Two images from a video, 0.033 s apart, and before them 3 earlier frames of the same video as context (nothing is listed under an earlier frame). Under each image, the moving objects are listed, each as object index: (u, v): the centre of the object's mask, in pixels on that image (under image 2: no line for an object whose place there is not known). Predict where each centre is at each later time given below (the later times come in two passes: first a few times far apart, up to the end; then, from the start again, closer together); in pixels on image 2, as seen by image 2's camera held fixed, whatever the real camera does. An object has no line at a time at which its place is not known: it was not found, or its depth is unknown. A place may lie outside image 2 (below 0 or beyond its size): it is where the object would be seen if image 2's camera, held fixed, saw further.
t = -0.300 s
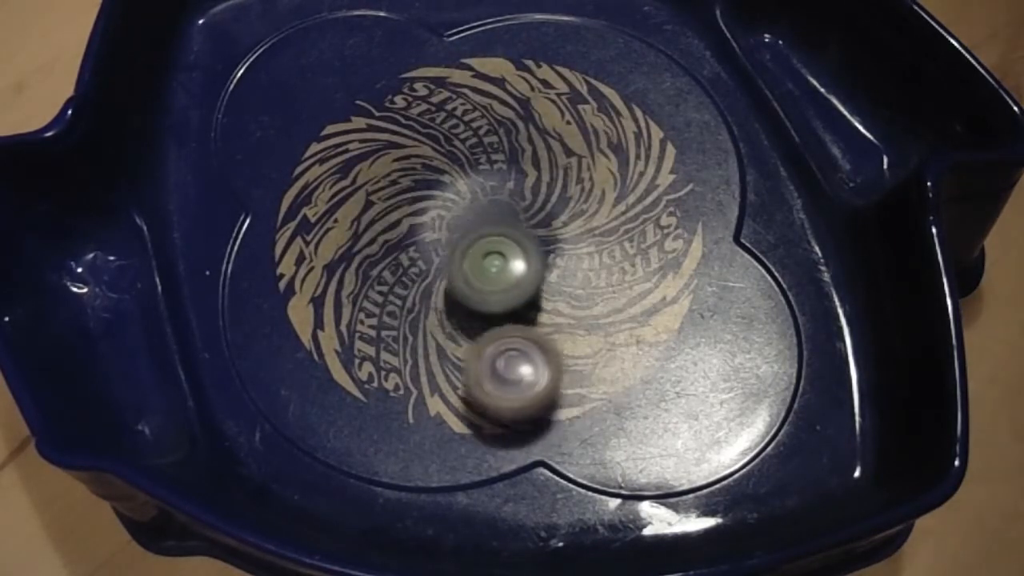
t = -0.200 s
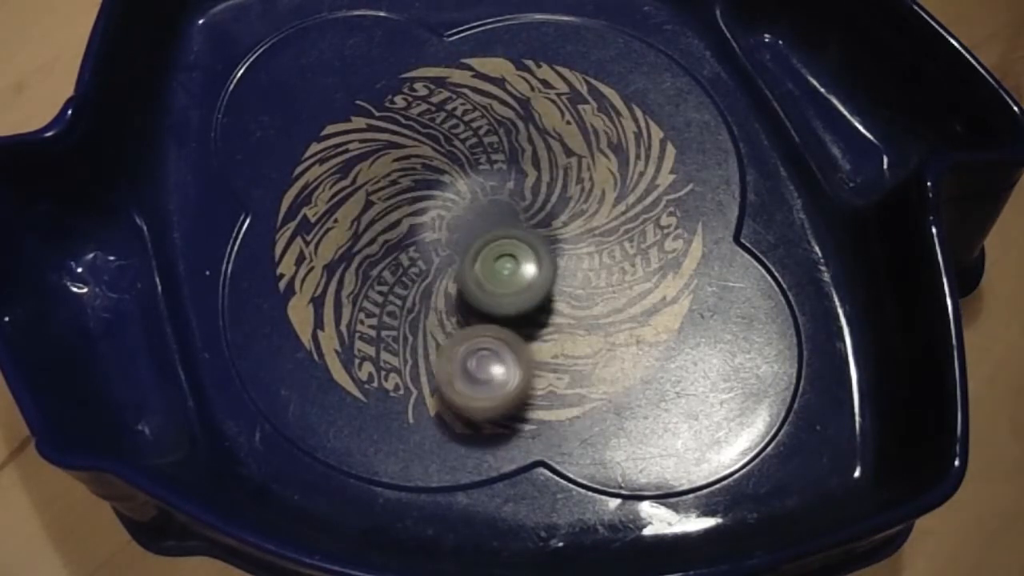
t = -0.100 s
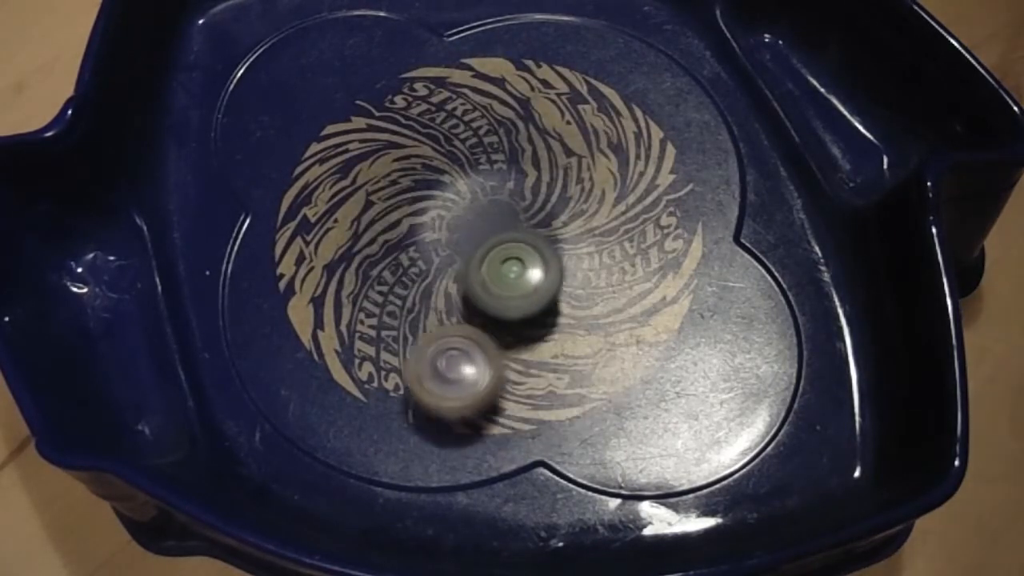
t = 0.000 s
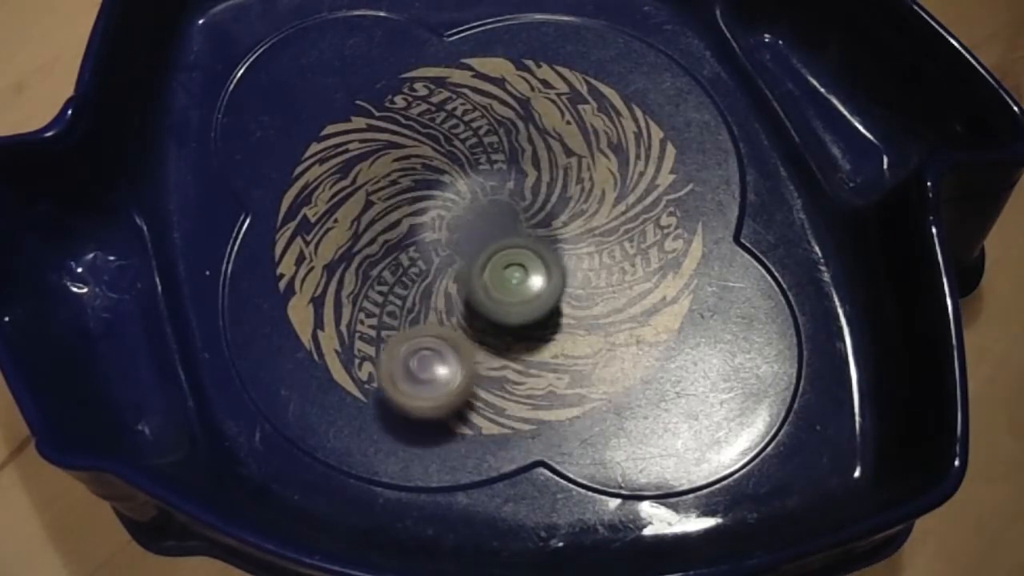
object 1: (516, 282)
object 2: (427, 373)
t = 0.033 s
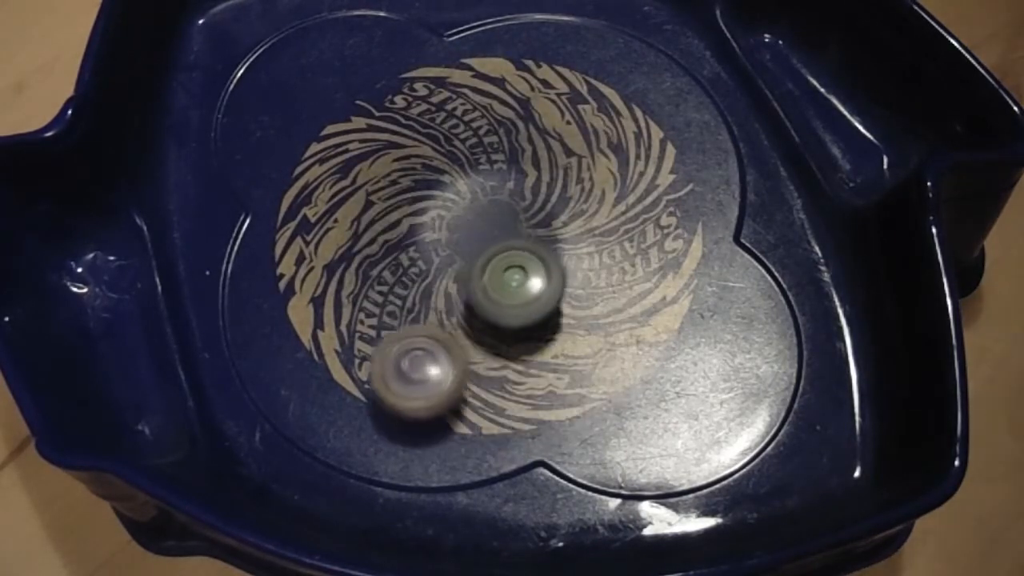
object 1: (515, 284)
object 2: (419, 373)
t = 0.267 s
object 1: (507, 298)
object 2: (375, 366)
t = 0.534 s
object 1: (489, 309)
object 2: (352, 334)
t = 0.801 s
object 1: (468, 309)
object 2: (346, 290)
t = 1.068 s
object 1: (449, 300)
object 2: (352, 236)
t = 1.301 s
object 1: (440, 288)
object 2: (362, 185)
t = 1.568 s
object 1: (438, 276)
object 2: (393, 138)
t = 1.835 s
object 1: (463, 270)
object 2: (430, 113)
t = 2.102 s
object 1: (507, 263)
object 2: (478, 116)
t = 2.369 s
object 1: (534, 248)
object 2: (539, 125)
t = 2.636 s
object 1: (539, 235)
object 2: (589, 145)
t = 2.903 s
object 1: (528, 223)
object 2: (606, 161)
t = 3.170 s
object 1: (503, 212)
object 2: (603, 195)
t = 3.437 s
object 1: (477, 207)
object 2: (583, 248)
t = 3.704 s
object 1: (463, 207)
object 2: (545, 306)
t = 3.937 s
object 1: (461, 210)
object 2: (512, 351)
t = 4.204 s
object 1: (471, 216)
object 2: (484, 376)
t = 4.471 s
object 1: (483, 224)
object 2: (467, 369)
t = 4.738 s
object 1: (492, 233)
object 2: (443, 345)
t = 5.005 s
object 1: (493, 240)
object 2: (411, 312)
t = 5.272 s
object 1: (522, 220)
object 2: (358, 296)
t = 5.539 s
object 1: (526, 209)
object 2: (350, 281)
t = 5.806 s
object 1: (515, 207)
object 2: (360, 258)
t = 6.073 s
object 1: (494, 209)
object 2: (385, 227)
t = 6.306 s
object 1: (526, 213)
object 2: (334, 212)
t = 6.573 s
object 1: (530, 213)
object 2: (302, 222)
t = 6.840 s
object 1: (510, 218)
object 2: (314, 241)
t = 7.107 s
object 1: (479, 220)
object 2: (358, 250)
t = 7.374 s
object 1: (489, 213)
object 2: (363, 263)
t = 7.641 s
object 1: (522, 203)
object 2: (341, 296)
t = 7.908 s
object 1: (534, 212)
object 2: (342, 323)
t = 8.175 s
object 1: (514, 229)
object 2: (377, 336)
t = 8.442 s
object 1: (477, 233)
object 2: (424, 332)
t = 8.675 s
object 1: (455, 221)
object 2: (463, 324)
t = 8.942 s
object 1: (456, 205)
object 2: (504, 317)
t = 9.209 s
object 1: (482, 203)
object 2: (538, 317)
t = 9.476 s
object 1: (504, 217)
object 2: (557, 311)
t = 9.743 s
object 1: (494, 199)
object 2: (583, 358)
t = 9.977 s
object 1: (485, 197)
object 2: (576, 381)
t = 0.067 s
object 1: (515, 287)
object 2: (410, 374)
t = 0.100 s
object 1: (515, 290)
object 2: (403, 373)
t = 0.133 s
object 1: (514, 291)
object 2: (396, 373)
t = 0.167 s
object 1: (511, 293)
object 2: (390, 372)
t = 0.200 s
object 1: (510, 295)
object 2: (385, 370)
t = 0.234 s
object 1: (509, 297)
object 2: (379, 368)
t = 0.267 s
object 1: (507, 298)
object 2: (375, 366)
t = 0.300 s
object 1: (506, 299)
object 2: (370, 364)
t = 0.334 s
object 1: (504, 302)
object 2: (368, 360)
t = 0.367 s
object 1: (502, 303)
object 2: (365, 357)
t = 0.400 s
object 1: (500, 305)
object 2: (362, 353)
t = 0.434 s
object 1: (497, 306)
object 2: (360, 349)
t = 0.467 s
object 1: (495, 307)
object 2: (358, 345)
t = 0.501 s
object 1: (493, 308)
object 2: (356, 340)
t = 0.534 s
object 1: (489, 309)
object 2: (352, 334)
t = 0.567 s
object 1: (487, 310)
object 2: (350, 330)
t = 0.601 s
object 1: (484, 310)
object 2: (349, 325)
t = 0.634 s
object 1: (482, 311)
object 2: (348, 320)
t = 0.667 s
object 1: (479, 311)
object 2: (347, 314)
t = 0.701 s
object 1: (476, 311)
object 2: (346, 309)
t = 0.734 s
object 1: (473, 310)
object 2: (347, 302)
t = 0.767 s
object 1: (471, 309)
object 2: (346, 297)
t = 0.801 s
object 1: (468, 309)
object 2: (346, 290)
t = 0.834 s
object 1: (464, 308)
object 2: (347, 283)
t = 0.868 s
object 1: (463, 307)
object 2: (347, 277)
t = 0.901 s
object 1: (460, 307)
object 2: (348, 271)
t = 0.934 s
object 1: (459, 305)
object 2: (349, 265)
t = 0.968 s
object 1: (457, 304)
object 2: (350, 258)
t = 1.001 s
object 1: (454, 302)
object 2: (350, 251)
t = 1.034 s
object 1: (452, 302)
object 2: (351, 243)
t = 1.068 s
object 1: (449, 300)
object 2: (352, 236)
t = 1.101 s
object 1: (447, 298)
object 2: (353, 228)
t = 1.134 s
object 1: (445, 296)
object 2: (354, 221)
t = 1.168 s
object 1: (444, 294)
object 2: (356, 213)
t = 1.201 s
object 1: (443, 292)
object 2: (356, 206)
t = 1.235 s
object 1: (442, 291)
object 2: (358, 199)
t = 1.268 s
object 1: (441, 289)
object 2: (359, 192)
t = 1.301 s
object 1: (440, 288)
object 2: (362, 185)
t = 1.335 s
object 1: (438, 286)
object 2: (364, 180)
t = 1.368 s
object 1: (438, 284)
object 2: (366, 173)
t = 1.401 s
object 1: (438, 283)
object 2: (370, 167)
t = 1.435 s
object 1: (437, 280)
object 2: (376, 160)
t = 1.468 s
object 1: (437, 279)
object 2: (380, 154)
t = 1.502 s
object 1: (438, 278)
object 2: (383, 149)
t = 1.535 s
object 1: (438, 277)
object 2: (388, 143)
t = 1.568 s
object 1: (438, 276)
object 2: (393, 138)
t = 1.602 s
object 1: (439, 274)
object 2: (397, 132)
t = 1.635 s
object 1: (441, 274)
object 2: (402, 129)
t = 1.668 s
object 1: (444, 273)
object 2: (406, 123)
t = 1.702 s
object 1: (446, 272)
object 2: (409, 121)
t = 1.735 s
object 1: (450, 272)
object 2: (414, 118)
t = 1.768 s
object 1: (454, 271)
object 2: (420, 116)
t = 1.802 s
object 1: (458, 271)
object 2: (425, 114)
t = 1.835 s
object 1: (463, 270)
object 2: (430, 113)
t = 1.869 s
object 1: (469, 270)
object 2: (435, 112)
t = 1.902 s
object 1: (475, 269)
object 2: (441, 112)
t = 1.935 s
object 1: (480, 268)
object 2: (446, 112)
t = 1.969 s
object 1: (485, 267)
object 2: (452, 112)
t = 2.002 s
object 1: (491, 266)
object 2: (458, 112)
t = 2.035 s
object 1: (496, 265)
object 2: (465, 114)
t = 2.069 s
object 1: (502, 264)
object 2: (472, 113)
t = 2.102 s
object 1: (507, 263)
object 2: (478, 116)
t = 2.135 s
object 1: (511, 261)
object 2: (486, 116)
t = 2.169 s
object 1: (516, 259)
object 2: (493, 117)
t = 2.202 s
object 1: (520, 257)
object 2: (500, 119)
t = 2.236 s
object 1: (523, 255)
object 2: (507, 121)
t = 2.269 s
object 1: (526, 253)
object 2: (515, 122)
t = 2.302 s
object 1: (529, 252)
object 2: (522, 123)
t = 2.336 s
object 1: (532, 250)
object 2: (531, 124)
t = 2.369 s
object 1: (534, 248)
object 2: (539, 125)
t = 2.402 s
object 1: (535, 246)
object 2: (546, 125)
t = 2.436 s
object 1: (537, 244)
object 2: (554, 129)
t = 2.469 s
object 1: (538, 242)
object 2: (561, 127)
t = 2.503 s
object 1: (538, 240)
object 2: (567, 128)
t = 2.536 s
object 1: (539, 239)
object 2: (572, 141)
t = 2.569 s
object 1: (539, 238)
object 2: (580, 137)
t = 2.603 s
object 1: (539, 237)
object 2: (587, 131)
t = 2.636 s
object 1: (539, 235)
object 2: (589, 145)
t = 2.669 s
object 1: (539, 233)
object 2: (594, 146)
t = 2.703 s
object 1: (538, 232)
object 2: (598, 148)
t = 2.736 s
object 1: (537, 230)
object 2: (601, 149)
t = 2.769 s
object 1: (535, 228)
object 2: (603, 151)
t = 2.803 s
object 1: (534, 227)
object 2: (604, 152)
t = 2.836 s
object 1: (533, 225)
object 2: (605, 154)
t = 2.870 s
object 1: (530, 224)
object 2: (605, 157)
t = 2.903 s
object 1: (528, 223)
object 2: (606, 161)
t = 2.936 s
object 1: (525, 221)
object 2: (605, 163)
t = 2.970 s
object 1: (522, 220)
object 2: (605, 167)
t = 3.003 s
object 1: (520, 219)
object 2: (606, 172)
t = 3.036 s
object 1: (517, 217)
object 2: (606, 177)
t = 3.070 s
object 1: (513, 215)
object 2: (605, 181)
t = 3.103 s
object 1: (509, 214)
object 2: (605, 186)
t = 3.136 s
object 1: (505, 214)
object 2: (604, 190)
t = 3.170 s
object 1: (503, 212)
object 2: (603, 195)
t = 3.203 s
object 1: (499, 212)
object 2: (601, 200)
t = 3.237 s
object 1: (495, 211)
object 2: (598, 205)
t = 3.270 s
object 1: (491, 210)
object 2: (596, 212)
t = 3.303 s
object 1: (488, 209)
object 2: (594, 219)
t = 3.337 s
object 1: (485, 209)
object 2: (592, 226)
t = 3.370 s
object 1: (482, 208)
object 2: (590, 233)
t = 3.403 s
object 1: (479, 208)
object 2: (587, 241)
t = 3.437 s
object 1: (477, 207)
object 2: (583, 248)
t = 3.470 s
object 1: (475, 207)
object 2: (579, 255)
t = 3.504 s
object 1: (472, 207)
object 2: (575, 262)
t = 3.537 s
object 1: (470, 207)
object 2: (570, 270)
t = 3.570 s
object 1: (468, 207)
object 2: (565, 277)
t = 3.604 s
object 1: (467, 207)
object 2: (560, 284)
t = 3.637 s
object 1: (466, 207)
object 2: (555, 293)
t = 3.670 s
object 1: (464, 207)
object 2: (551, 300)
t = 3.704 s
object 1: (463, 207)
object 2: (545, 306)
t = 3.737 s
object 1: (462, 208)
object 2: (542, 315)
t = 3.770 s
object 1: (461, 208)
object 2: (538, 320)
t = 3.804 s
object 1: (461, 208)
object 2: (532, 328)
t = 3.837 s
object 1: (461, 208)
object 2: (528, 334)
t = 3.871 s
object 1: (460, 209)
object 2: (522, 340)
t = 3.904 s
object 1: (461, 209)
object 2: (517, 345)
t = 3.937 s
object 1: (461, 210)
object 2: (512, 351)
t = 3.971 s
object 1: (462, 210)
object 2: (506, 356)
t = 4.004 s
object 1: (463, 211)
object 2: (502, 360)
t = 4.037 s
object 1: (464, 212)
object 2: (498, 364)
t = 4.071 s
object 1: (465, 213)
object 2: (495, 365)
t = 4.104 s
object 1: (466, 214)
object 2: (490, 374)
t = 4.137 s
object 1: (468, 215)
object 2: (487, 373)
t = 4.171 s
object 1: (469, 215)
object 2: (486, 374)
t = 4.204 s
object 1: (471, 216)
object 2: (484, 376)
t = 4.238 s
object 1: (473, 217)
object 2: (482, 377)
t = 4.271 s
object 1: (474, 218)
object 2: (481, 377)
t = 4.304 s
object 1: (476, 219)
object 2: (479, 377)
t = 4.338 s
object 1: (477, 220)
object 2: (476, 377)
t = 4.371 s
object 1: (478, 221)
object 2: (473, 375)
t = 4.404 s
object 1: (479, 222)
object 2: (471, 374)
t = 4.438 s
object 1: (481, 223)
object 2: (469, 371)
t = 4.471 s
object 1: (483, 224)
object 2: (467, 369)
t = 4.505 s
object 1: (484, 225)
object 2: (464, 367)
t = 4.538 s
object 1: (486, 226)
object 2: (460, 364)
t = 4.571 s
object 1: (487, 227)
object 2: (458, 362)
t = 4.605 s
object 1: (489, 232)
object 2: (455, 358)
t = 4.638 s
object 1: (490, 232)
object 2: (452, 355)
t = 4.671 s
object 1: (491, 231)
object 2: (448, 351)
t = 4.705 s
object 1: (491, 233)
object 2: (446, 348)
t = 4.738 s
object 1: (492, 233)
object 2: (443, 345)
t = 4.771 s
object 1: (493, 235)
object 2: (439, 340)
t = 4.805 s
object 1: (493, 236)
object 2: (435, 337)
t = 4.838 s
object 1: (494, 237)
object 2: (431, 333)
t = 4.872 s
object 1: (494, 238)
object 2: (428, 329)
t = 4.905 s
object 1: (494, 239)
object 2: (424, 326)
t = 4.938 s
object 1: (493, 239)
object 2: (419, 321)
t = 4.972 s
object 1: (493, 240)
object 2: (415, 317)
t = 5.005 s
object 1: (493, 240)
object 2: (411, 312)
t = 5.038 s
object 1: (499, 239)
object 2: (401, 308)
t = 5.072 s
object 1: (508, 234)
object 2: (391, 305)
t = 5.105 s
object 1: (513, 232)
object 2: (383, 305)
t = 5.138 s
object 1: (515, 229)
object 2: (377, 302)
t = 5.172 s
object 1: (517, 226)
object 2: (372, 301)
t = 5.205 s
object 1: (519, 224)
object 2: (366, 299)
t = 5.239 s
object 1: (520, 222)
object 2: (363, 298)
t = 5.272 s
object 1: (522, 220)
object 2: (358, 296)
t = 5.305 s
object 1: (523, 217)
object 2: (356, 294)
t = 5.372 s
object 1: (525, 214)
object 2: (352, 292)
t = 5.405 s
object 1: (526, 214)
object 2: (351, 290)
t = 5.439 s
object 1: (526, 212)
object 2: (351, 289)
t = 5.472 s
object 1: (526, 211)
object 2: (350, 286)
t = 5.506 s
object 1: (526, 210)
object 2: (350, 284)
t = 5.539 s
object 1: (526, 209)
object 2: (350, 281)
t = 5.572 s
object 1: (526, 209)
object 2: (351, 279)
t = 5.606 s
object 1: (525, 208)
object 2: (352, 277)
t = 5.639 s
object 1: (524, 208)
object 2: (353, 275)
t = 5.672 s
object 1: (522, 207)
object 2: (354, 271)
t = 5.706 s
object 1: (521, 207)
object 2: (356, 267)
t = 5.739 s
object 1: (519, 207)
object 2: (357, 265)
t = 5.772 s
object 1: (517, 208)
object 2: (359, 261)
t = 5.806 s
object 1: (515, 207)
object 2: (360, 258)
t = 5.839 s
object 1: (513, 207)
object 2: (362, 254)
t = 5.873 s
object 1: (510, 207)
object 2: (365, 249)
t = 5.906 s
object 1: (507, 208)
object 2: (367, 245)
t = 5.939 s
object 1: (505, 207)
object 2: (371, 241)
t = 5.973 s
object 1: (504, 208)
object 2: (374, 237)
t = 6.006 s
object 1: (501, 208)
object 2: (379, 234)
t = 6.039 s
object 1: (497, 209)
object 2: (382, 230)
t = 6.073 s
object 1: (494, 209)
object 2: (385, 227)
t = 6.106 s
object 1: (492, 209)
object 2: (387, 223)
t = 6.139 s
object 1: (504, 210)
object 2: (377, 219)
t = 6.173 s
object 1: (514, 213)
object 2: (364, 216)
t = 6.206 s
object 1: (519, 214)
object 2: (355, 214)
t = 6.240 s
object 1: (521, 213)
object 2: (348, 213)
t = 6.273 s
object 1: (524, 213)
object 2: (341, 213)
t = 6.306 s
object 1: (526, 213)
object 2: (334, 212)
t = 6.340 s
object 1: (528, 213)
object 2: (328, 212)
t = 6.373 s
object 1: (529, 212)
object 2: (323, 212)
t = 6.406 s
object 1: (530, 212)
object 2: (318, 213)
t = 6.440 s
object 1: (530, 212)
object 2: (314, 214)
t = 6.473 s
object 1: (530, 212)
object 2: (309, 215)
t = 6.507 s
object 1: (531, 213)
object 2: (306, 217)
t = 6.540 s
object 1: (530, 213)
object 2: (303, 220)
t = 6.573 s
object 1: (530, 213)
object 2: (302, 222)
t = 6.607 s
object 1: (529, 214)
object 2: (300, 224)
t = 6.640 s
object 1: (528, 215)
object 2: (299, 227)
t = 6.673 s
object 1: (526, 215)
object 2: (300, 230)
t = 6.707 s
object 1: (523, 216)
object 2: (302, 232)
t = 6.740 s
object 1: (521, 217)
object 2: (304, 235)
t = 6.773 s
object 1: (518, 217)
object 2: (306, 237)
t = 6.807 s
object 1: (515, 218)
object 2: (310, 239)
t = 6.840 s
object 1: (510, 218)
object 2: (314, 241)
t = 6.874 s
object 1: (507, 219)
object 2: (318, 243)
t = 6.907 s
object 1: (503, 219)
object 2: (324, 245)
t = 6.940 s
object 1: (499, 220)
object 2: (328, 246)
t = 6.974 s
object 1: (495, 220)
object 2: (334, 248)
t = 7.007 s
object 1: (491, 220)
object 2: (340, 248)
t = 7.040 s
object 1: (487, 220)
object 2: (346, 249)
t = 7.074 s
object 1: (483, 220)
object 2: (352, 250)
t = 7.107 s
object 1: (479, 220)
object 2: (358, 250)
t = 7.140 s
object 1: (476, 220)
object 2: (363, 251)
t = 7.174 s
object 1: (474, 220)
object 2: (369, 251)
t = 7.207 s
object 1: (473, 219)
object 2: (373, 252)
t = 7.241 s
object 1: (475, 219)
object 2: (373, 253)
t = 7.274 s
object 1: (474, 220)
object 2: (374, 254)
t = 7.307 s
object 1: (475, 218)
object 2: (375, 256)
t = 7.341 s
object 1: (482, 216)
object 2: (369, 260)
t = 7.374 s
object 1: (489, 213)
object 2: (363, 263)
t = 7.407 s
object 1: (494, 211)
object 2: (360, 267)
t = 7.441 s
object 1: (500, 209)
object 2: (356, 272)
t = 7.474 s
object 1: (504, 206)
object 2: (352, 275)
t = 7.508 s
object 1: (508, 205)
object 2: (350, 278)
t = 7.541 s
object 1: (511, 204)
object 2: (347, 282)
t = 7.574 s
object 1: (516, 204)
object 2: (344, 287)
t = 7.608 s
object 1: (519, 203)
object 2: (342, 291)
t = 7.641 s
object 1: (522, 203)
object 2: (341, 296)
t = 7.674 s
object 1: (525, 203)
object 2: (339, 300)
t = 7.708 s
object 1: (528, 204)
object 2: (338, 303)
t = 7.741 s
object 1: (530, 205)
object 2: (338, 307)
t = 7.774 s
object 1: (532, 206)
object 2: (339, 311)
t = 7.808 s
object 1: (532, 207)
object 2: (339, 314)
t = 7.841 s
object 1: (533, 208)
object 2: (339, 317)
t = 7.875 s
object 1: (534, 210)
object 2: (340, 320)
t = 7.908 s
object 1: (534, 212)
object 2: (342, 323)
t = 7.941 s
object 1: (534, 215)
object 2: (344, 325)
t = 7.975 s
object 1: (532, 217)
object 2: (349, 329)
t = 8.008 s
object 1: (531, 219)
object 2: (354, 331)
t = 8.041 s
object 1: (529, 221)
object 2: (358, 333)
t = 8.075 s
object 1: (526, 224)
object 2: (361, 334)
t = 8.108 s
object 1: (522, 226)
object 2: (366, 335)
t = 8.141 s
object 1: (518, 228)
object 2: (370, 336)
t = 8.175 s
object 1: (514, 229)
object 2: (377, 336)
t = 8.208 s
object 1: (509, 230)
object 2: (381, 337)
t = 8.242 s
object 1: (504, 232)
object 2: (387, 337)
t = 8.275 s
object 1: (501, 232)
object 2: (391, 336)
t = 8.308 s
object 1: (496, 233)
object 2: (399, 334)
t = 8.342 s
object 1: (491, 234)
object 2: (405, 333)
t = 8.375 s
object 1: (487, 234)
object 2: (412, 332)
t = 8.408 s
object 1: (481, 234)
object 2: (418, 332)
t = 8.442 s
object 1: (477, 233)
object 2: (424, 332)
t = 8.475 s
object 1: (474, 231)
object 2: (429, 329)
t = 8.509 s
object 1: (471, 231)
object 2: (436, 327)
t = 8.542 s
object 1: (467, 229)
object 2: (442, 327)
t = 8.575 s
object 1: (465, 227)
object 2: (447, 325)
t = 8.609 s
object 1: (461, 225)
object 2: (452, 325)
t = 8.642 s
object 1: (458, 223)
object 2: (457, 324)
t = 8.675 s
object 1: (455, 221)
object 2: (463, 324)
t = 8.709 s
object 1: (453, 219)
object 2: (469, 323)
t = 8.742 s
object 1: (452, 218)
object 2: (474, 323)
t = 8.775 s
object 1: (451, 215)
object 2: (478, 322)
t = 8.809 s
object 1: (452, 213)
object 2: (483, 321)
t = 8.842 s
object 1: (452, 211)
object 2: (489, 326)
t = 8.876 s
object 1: (453, 209)
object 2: (494, 326)
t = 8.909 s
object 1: (454, 207)
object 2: (499, 318)
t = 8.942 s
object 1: (456, 205)
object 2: (504, 317)
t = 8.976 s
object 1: (459, 205)
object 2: (508, 321)
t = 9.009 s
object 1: (462, 203)
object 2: (514, 321)
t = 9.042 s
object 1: (464, 202)
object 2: (518, 321)
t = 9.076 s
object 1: (467, 201)
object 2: (523, 320)
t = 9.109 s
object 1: (471, 202)
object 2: (527, 319)
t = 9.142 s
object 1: (475, 202)
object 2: (530, 318)
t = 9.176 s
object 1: (479, 203)
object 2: (534, 317)
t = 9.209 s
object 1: (482, 203)
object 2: (538, 317)
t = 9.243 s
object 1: (486, 204)
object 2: (541, 316)
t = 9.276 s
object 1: (489, 205)
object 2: (544, 315)
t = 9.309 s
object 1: (492, 207)
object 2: (546, 314)
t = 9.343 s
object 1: (495, 208)
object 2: (549, 314)
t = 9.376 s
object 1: (498, 210)
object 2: (551, 313)
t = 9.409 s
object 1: (501, 213)
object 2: (553, 312)
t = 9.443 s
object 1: (502, 215)
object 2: (555, 312)
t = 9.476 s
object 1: (504, 217)
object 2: (557, 311)
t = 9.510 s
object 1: (503, 213)
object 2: (563, 318)
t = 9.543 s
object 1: (502, 205)
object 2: (569, 329)
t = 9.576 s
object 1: (502, 202)
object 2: (572, 336)
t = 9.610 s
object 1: (500, 201)
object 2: (575, 341)
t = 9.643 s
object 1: (499, 201)
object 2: (578, 346)
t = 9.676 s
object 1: (497, 200)
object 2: (580, 350)
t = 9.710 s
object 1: (496, 199)
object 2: (581, 354)
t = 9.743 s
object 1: (494, 199)
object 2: (583, 358)
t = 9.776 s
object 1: (493, 199)
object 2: (583, 363)
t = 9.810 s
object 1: (491, 198)
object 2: (584, 366)
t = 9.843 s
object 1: (490, 198)
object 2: (584, 370)
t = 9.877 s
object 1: (488, 197)
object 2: (582, 373)
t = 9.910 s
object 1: (486, 197)
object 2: (581, 376)
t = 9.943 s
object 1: (485, 197)
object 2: (578, 379)
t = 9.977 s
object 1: (485, 197)
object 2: (576, 381)
